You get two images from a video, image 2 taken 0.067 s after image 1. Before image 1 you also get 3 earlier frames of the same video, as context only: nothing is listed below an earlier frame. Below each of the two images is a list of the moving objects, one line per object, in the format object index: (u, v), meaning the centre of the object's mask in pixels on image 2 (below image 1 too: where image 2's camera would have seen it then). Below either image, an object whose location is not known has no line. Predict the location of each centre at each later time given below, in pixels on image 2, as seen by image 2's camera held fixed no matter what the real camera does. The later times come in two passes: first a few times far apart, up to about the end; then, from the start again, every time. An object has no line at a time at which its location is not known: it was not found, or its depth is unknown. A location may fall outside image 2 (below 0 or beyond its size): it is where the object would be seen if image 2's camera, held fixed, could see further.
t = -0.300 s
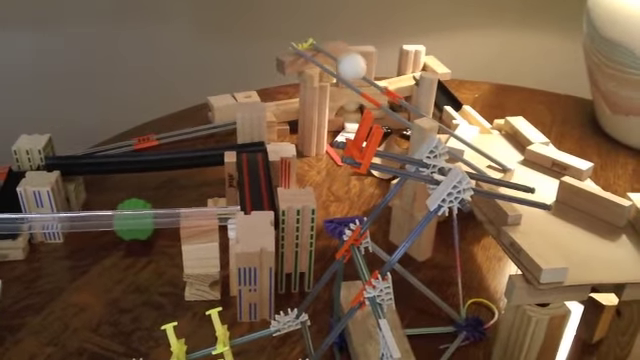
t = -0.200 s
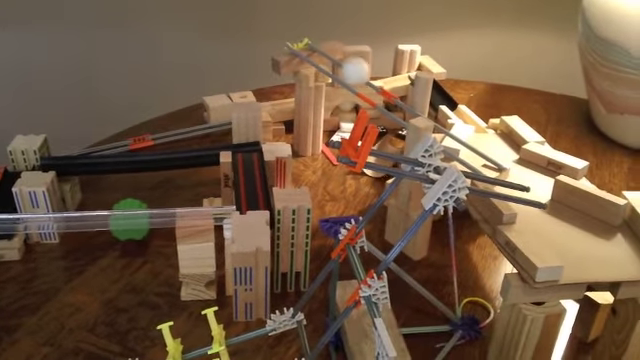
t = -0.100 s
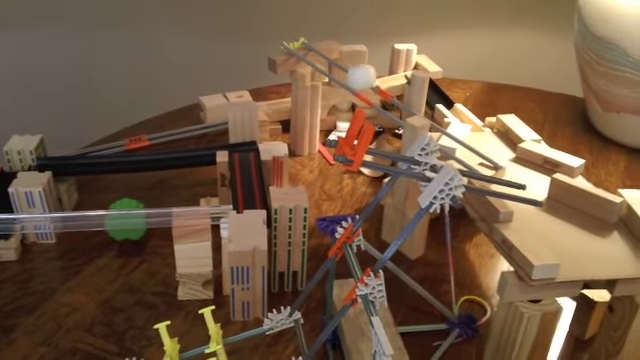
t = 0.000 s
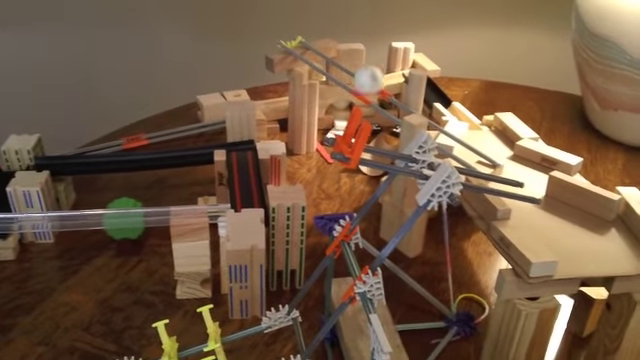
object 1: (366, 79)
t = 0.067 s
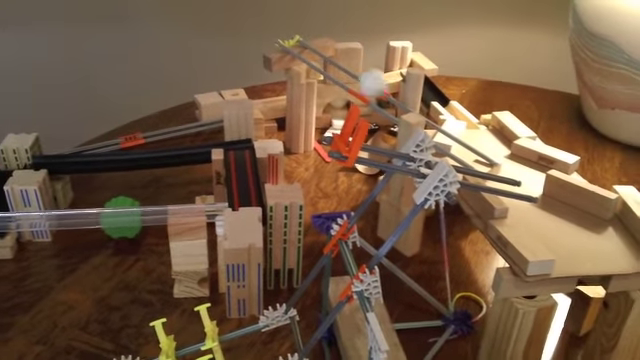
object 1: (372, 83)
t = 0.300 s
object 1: (401, 101)
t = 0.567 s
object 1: (444, 127)
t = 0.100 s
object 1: (376, 86)
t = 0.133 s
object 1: (381, 89)
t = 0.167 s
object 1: (385, 92)
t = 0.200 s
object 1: (389, 95)
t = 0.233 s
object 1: (393, 97)
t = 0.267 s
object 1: (398, 99)
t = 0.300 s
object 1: (401, 101)
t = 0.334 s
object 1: (406, 102)
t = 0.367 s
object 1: (410, 104)
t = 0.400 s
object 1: (416, 107)
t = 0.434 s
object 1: (421, 110)
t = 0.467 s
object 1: (428, 115)
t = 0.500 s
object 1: (433, 119)
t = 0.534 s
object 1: (437, 122)
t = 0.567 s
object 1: (444, 127)
